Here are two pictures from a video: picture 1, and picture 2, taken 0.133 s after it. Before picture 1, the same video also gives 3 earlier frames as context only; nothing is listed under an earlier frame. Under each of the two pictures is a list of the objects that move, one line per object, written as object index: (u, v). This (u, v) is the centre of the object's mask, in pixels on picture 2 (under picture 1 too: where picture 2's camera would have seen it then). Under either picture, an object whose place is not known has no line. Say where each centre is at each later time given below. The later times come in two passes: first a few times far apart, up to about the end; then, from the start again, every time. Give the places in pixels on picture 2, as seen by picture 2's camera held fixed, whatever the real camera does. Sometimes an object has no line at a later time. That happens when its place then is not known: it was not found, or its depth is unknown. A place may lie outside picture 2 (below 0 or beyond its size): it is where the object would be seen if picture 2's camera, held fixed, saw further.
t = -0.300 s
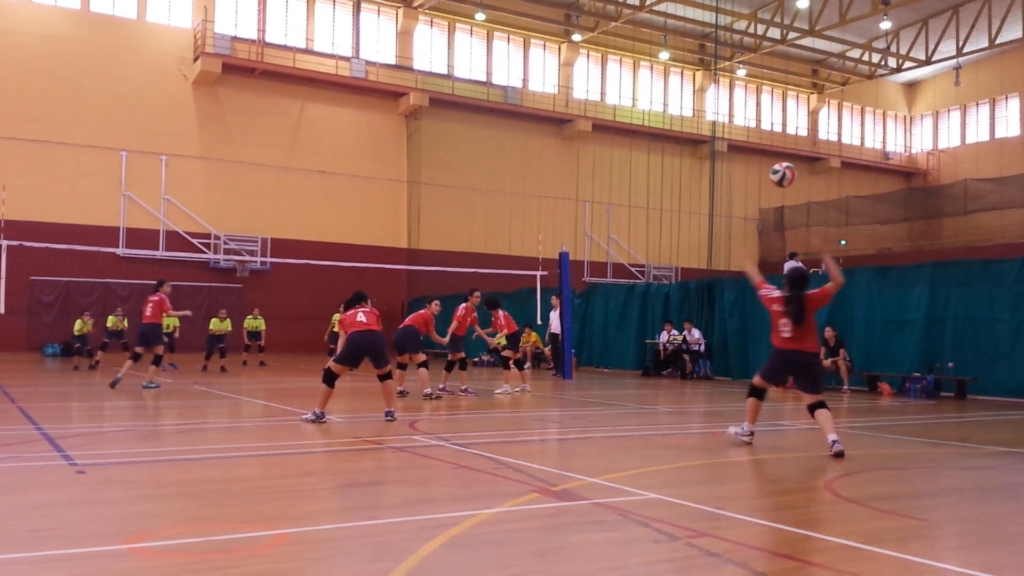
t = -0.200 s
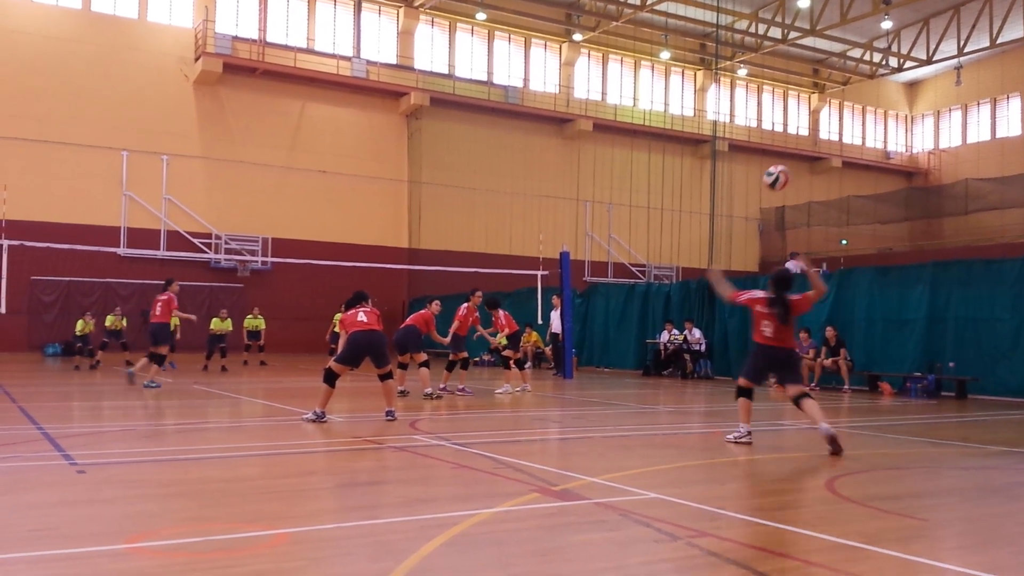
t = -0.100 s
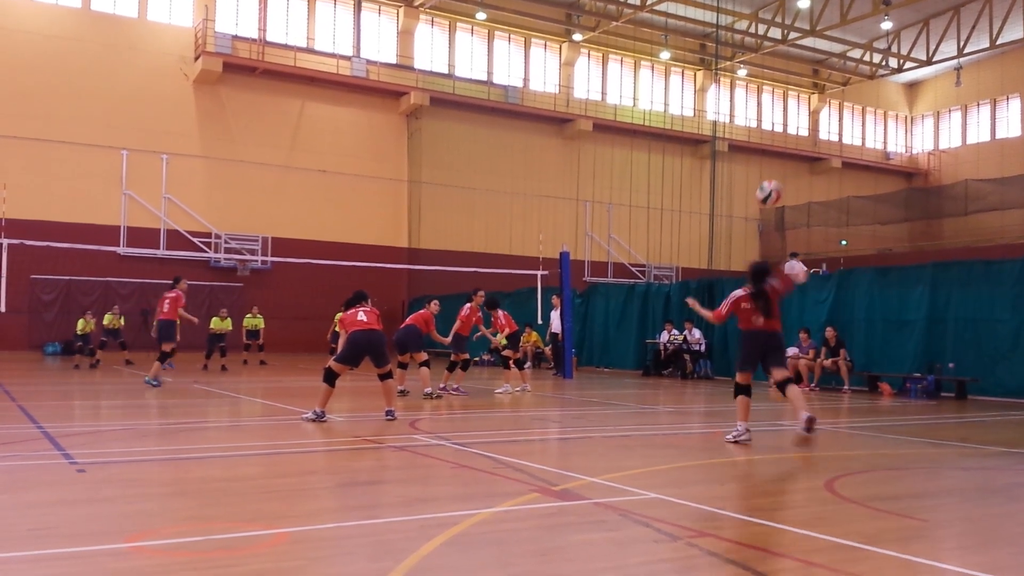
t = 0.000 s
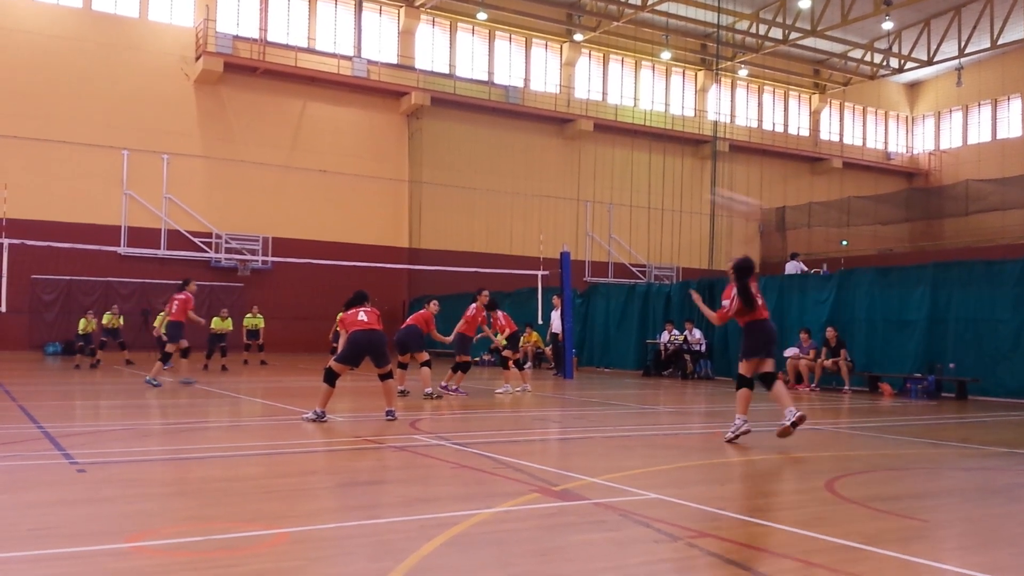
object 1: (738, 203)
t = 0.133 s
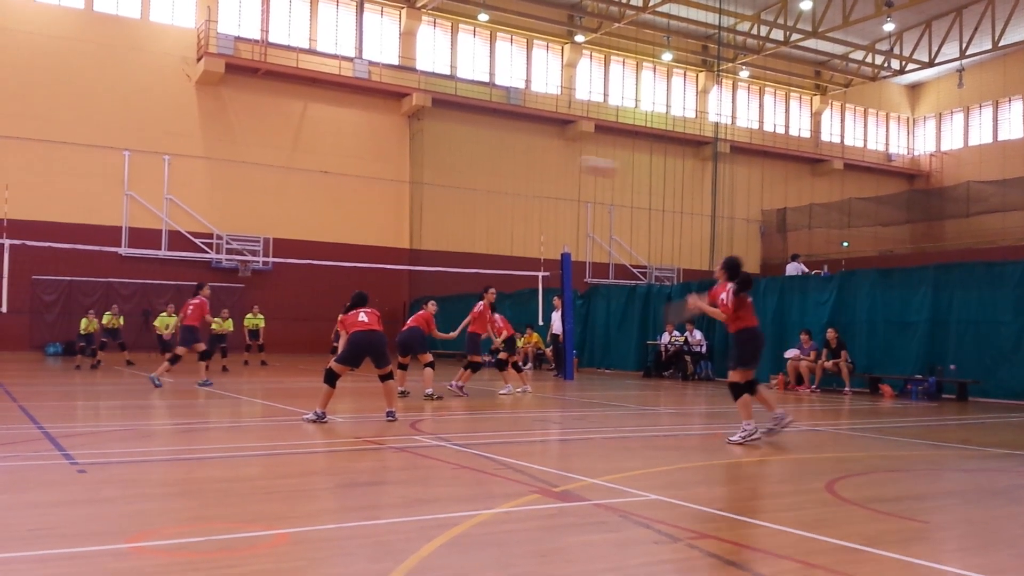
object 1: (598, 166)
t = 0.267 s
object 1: (504, 152)
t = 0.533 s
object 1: (377, 167)
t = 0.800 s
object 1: (303, 213)
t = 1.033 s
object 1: (257, 267)
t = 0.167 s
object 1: (572, 160)
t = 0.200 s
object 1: (548, 155)
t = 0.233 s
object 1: (525, 153)
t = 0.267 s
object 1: (504, 152)
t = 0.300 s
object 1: (485, 152)
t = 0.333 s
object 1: (466, 152)
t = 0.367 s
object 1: (448, 153)
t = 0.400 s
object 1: (432, 154)
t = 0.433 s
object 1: (418, 156)
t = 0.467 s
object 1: (403, 160)
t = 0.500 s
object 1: (389, 164)
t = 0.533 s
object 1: (377, 167)
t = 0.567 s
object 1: (366, 172)
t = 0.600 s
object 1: (355, 177)
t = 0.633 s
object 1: (346, 182)
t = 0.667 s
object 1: (340, 185)
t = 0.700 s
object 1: (329, 192)
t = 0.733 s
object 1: (318, 199)
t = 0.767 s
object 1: (310, 206)
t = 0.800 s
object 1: (303, 213)
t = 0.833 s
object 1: (296, 220)
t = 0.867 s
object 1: (289, 227)
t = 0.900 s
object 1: (282, 235)
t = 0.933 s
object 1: (275, 243)
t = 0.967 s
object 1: (270, 249)
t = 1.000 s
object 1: (265, 258)
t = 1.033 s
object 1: (257, 267)
